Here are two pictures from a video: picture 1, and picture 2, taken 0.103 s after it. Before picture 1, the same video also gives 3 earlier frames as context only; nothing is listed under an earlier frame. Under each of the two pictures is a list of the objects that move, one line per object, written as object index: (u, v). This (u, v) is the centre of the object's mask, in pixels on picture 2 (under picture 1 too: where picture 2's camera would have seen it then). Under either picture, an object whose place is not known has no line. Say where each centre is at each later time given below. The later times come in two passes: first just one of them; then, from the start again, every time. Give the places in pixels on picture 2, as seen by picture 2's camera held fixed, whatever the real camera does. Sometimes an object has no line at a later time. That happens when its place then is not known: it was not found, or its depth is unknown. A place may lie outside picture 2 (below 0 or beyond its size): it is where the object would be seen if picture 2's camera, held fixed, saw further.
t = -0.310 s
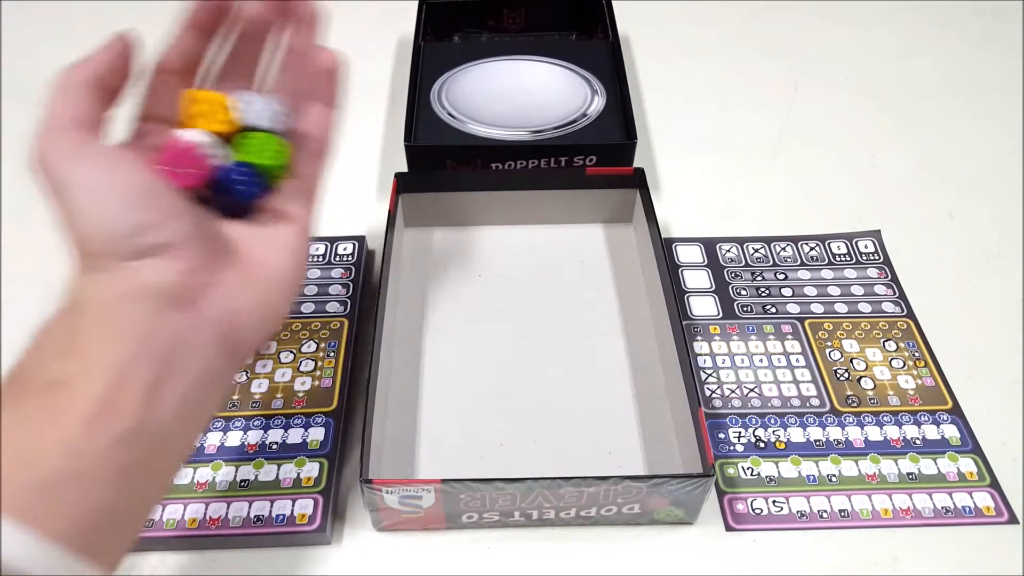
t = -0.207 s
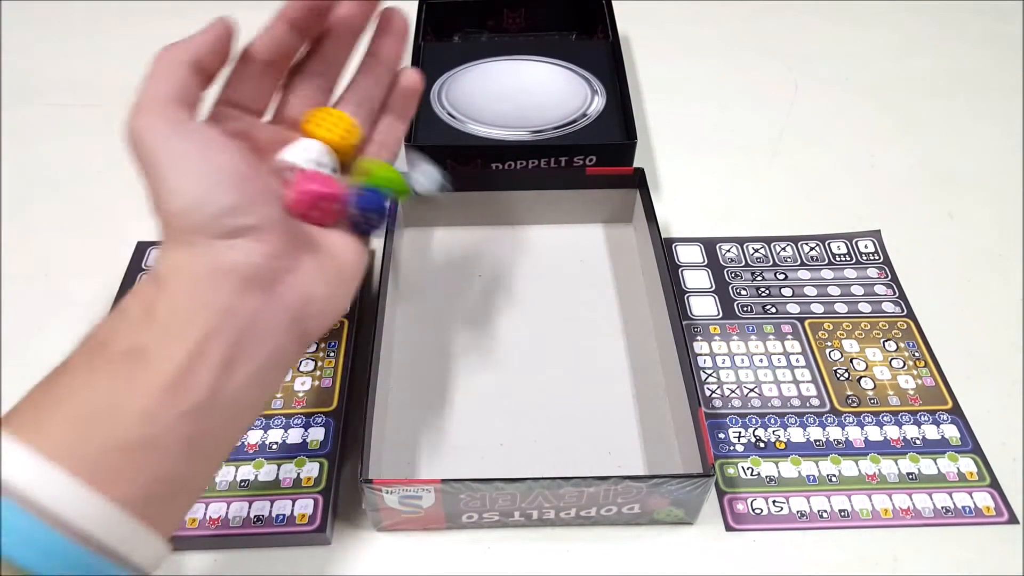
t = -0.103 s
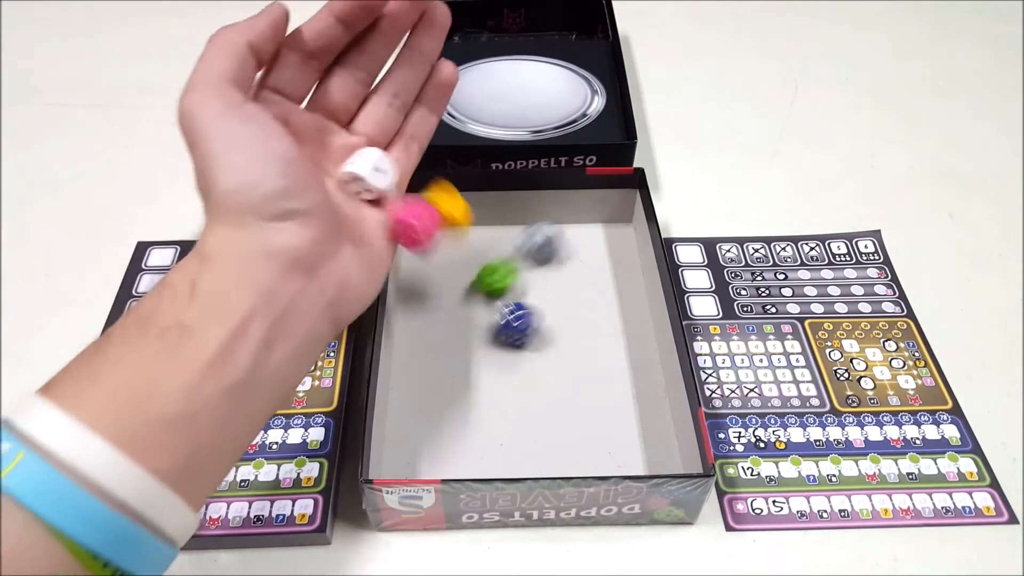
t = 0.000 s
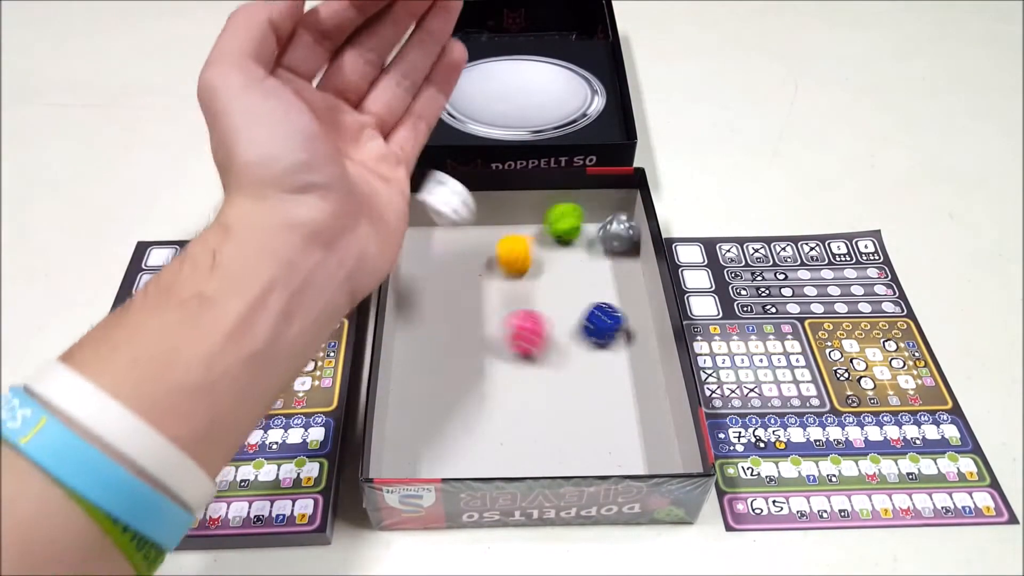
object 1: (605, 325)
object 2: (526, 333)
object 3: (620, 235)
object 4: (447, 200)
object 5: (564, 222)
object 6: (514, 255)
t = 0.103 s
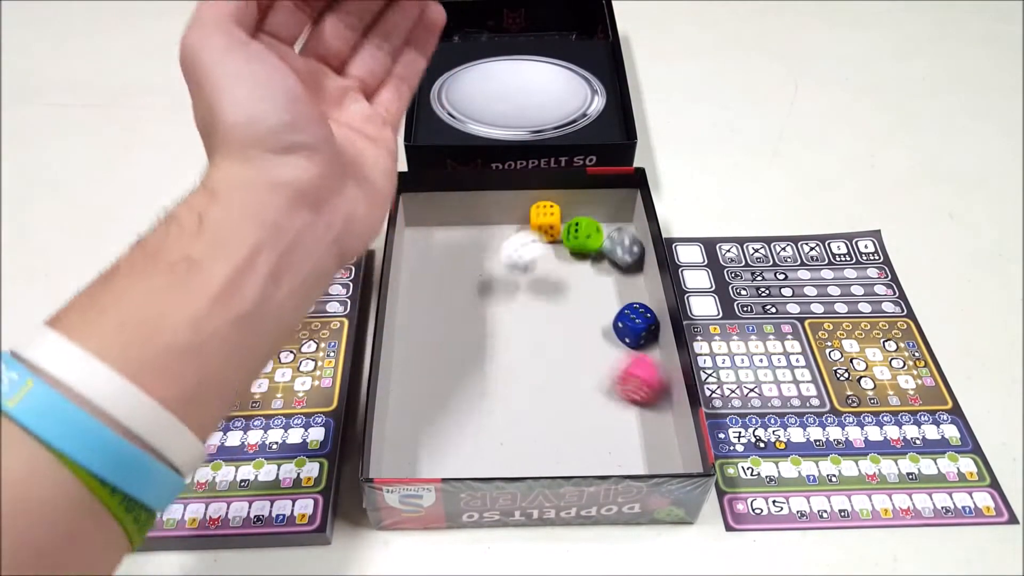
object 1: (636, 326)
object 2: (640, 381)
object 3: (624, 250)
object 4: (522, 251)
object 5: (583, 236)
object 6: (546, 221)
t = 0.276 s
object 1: (635, 325)
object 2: (654, 450)
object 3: (632, 276)
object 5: (600, 233)
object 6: (549, 227)
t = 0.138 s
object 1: (635, 325)
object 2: (644, 388)
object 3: (621, 256)
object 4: (544, 246)
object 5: (584, 238)
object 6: (547, 217)
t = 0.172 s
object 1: (635, 325)
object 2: (639, 407)
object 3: (620, 264)
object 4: (565, 252)
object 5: (589, 236)
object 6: (547, 223)
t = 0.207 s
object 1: (635, 325)
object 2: (641, 422)
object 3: (626, 269)
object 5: (594, 233)
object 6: (549, 227)
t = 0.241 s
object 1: (635, 325)
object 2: (648, 442)
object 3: (632, 275)
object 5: (600, 233)
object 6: (549, 227)
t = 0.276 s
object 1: (635, 325)
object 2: (654, 450)
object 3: (632, 276)
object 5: (600, 233)
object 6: (549, 227)
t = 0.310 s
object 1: (635, 325)
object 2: (662, 456)
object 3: (631, 276)
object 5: (601, 234)
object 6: (549, 227)
